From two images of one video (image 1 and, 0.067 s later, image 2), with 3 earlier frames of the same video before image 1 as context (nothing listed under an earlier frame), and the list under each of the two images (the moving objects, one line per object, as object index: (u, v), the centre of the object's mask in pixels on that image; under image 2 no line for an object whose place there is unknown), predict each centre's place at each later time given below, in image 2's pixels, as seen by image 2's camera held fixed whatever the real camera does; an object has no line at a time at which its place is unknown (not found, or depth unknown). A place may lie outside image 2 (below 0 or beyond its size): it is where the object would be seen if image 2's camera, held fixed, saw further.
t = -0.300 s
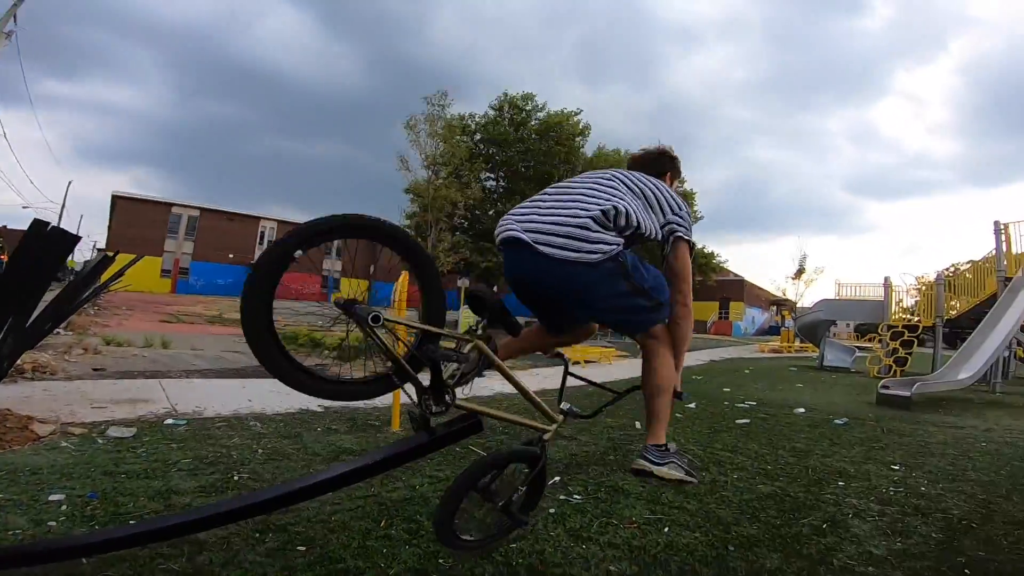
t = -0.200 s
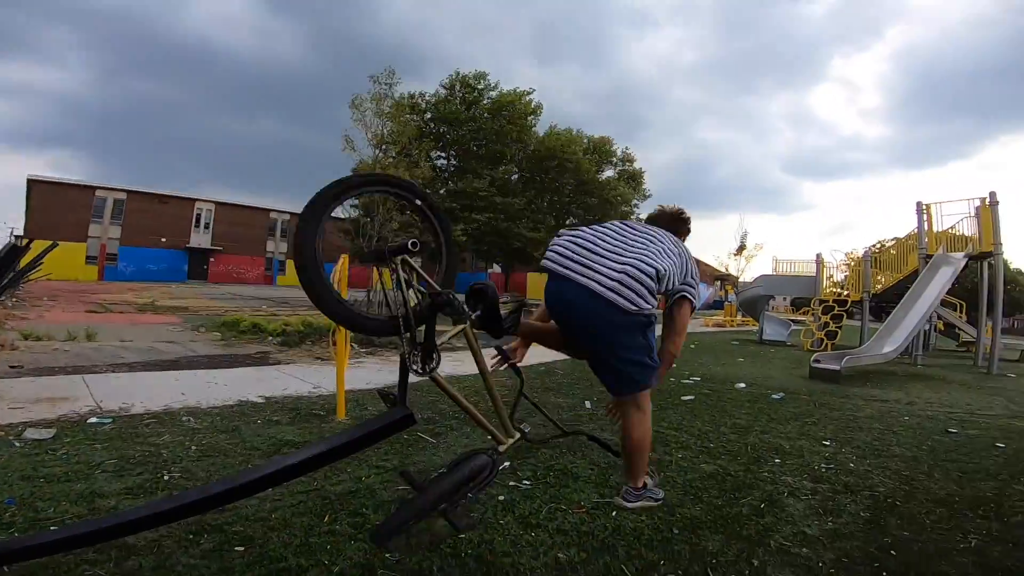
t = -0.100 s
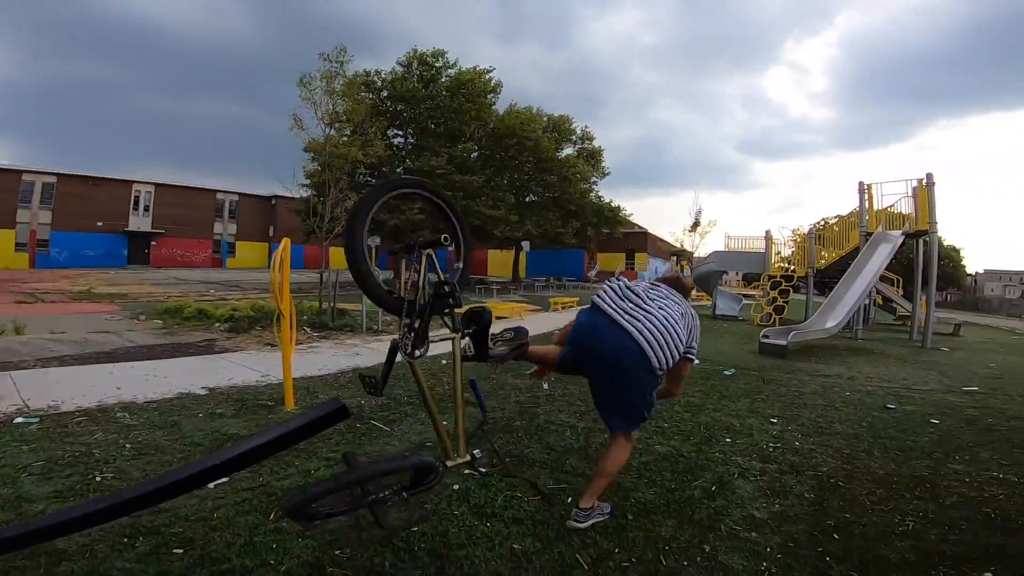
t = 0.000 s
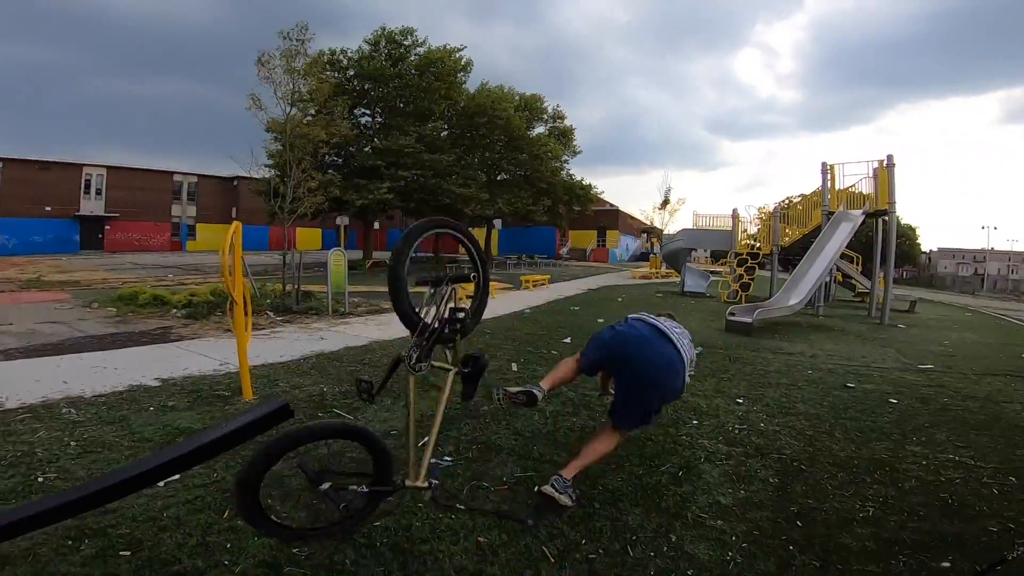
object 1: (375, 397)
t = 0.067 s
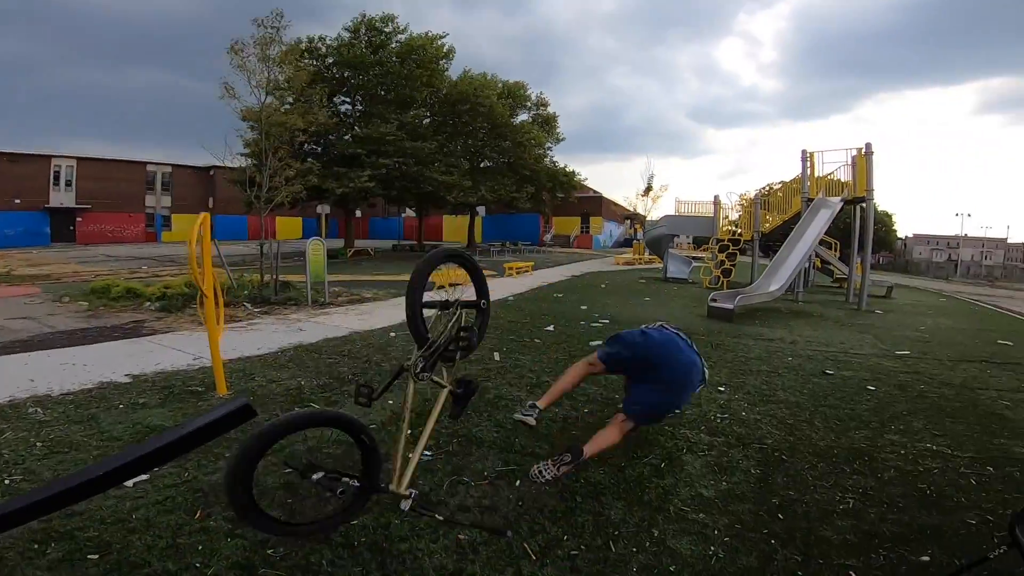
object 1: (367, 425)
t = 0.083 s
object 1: (372, 413)
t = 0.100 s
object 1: (377, 405)
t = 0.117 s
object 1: (383, 398)
